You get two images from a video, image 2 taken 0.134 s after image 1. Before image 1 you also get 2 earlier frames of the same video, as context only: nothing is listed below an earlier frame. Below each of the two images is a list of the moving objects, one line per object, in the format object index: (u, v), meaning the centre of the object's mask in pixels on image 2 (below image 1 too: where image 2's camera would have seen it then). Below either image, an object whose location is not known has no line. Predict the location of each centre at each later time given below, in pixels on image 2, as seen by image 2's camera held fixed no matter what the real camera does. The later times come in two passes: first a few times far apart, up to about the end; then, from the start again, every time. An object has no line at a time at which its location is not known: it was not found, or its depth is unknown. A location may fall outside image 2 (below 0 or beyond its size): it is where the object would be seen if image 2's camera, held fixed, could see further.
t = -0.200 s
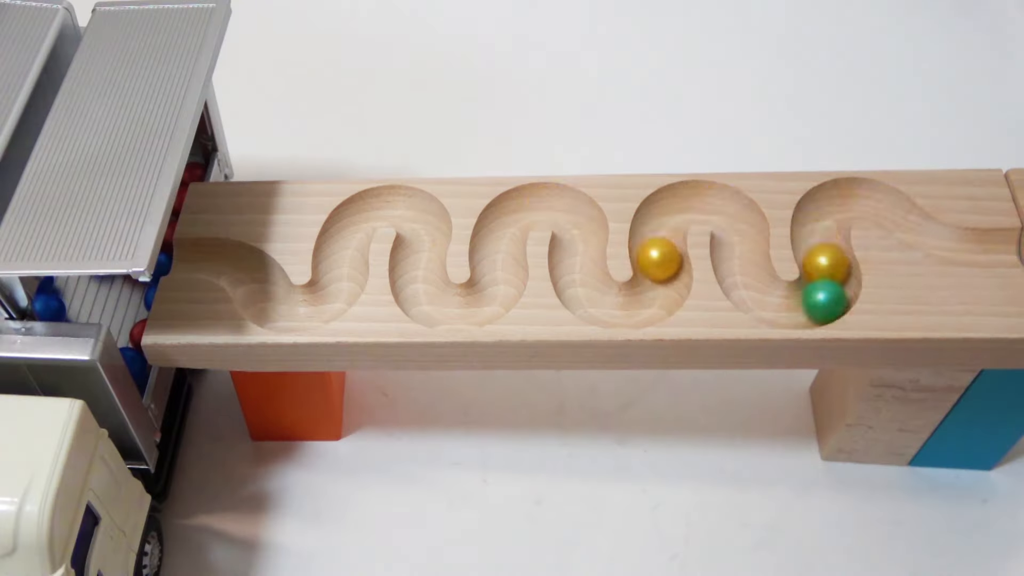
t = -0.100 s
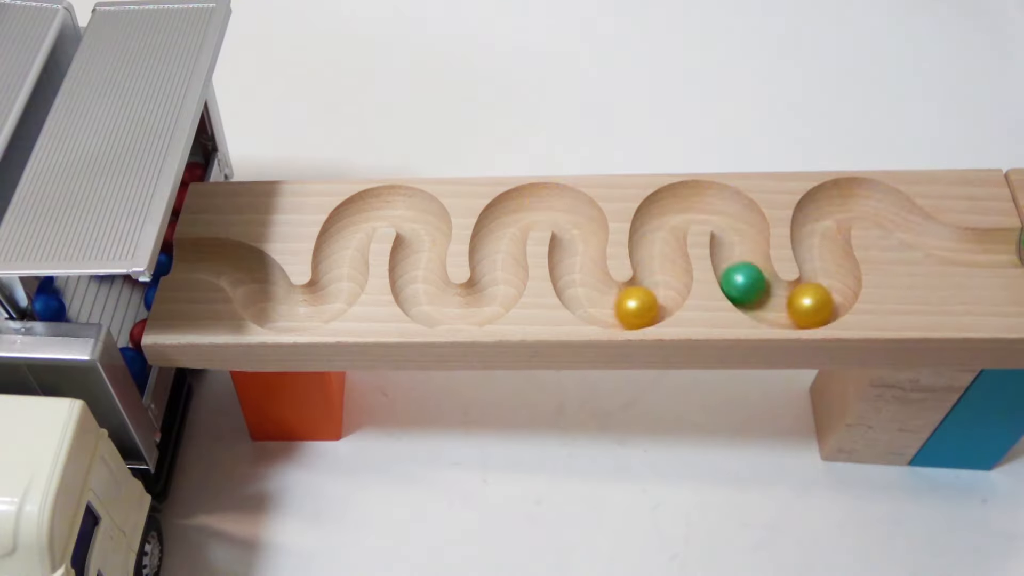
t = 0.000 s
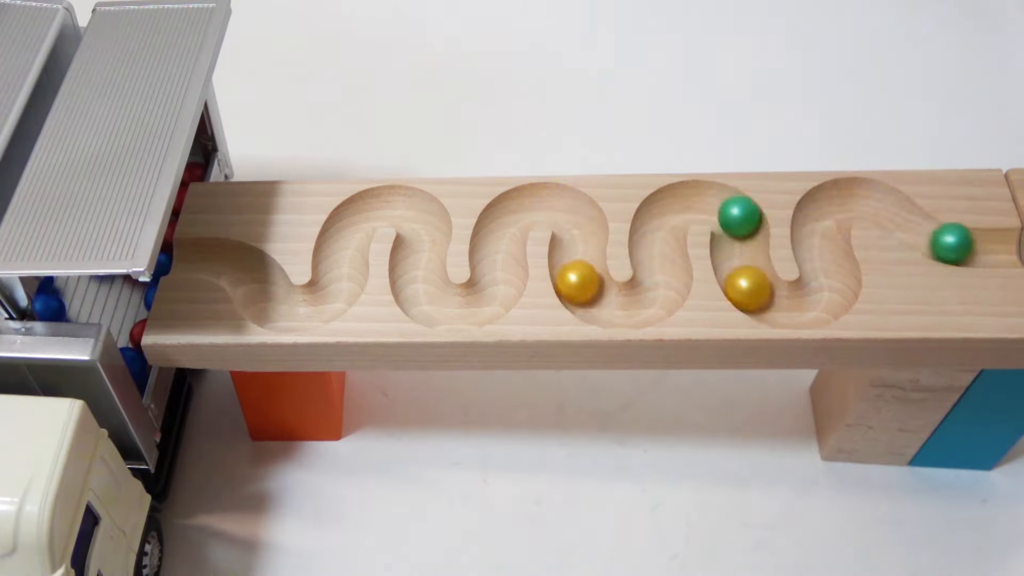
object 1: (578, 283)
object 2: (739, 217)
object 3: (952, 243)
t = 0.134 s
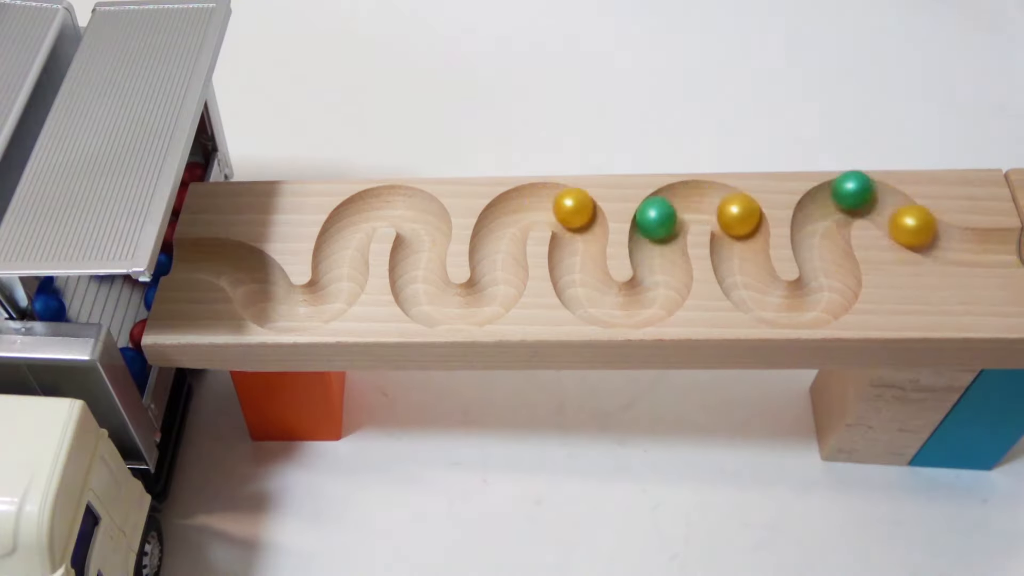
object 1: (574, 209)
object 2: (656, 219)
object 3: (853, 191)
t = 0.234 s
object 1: (503, 217)
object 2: (663, 293)
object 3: (817, 252)
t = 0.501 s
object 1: (417, 288)
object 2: (575, 208)
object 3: (739, 247)
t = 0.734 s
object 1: (366, 206)
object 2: (497, 294)
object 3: (659, 259)
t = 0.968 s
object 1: (299, 310)
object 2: (424, 238)
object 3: (578, 267)
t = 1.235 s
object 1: (179, 252)
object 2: (338, 289)
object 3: (498, 252)
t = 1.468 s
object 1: (67, 304)
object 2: (240, 265)
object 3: (419, 289)
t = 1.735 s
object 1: (60, 285)
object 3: (347, 228)
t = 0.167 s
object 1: (550, 205)
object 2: (657, 247)
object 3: (826, 211)
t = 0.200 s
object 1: (525, 206)
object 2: (661, 269)
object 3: (814, 226)
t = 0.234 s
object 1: (503, 217)
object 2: (663, 293)
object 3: (817, 252)
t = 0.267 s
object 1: (497, 234)
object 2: (650, 304)
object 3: (832, 272)
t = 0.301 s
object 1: (499, 255)
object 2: (625, 309)
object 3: (836, 287)
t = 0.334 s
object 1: (499, 278)
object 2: (594, 303)
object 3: (819, 303)
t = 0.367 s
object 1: (496, 295)
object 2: (579, 289)
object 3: (797, 309)
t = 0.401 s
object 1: (476, 307)
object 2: (577, 266)
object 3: (767, 304)
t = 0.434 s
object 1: (454, 310)
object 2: (578, 246)
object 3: (750, 292)
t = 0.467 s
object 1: (430, 306)
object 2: (581, 227)
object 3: (740, 273)
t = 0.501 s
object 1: (417, 288)
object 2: (575, 208)
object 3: (739, 247)
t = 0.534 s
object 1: (419, 270)
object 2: (557, 205)
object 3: (742, 227)
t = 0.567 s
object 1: (419, 248)
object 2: (526, 204)
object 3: (733, 208)
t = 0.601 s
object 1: (424, 231)
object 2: (506, 211)
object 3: (712, 203)
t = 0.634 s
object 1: (426, 216)
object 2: (499, 228)
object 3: (685, 201)
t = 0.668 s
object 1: (412, 210)
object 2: (498, 254)
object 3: (660, 211)
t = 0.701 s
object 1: (392, 205)
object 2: (496, 273)
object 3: (655, 231)
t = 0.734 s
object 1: (366, 206)
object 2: (497, 294)
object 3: (659, 259)
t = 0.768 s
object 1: (353, 220)
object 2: (485, 303)
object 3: (663, 281)
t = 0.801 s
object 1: (346, 238)
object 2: (463, 309)
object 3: (661, 296)
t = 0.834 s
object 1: (339, 262)
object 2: (435, 308)
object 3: (640, 307)
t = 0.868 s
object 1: (338, 279)
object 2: (422, 298)
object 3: (615, 309)
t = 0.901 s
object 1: (334, 296)
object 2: (418, 275)
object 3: (588, 300)
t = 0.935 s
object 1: (320, 305)
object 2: (420, 256)
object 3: (579, 286)
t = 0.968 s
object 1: (299, 310)
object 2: (424, 238)
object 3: (578, 267)
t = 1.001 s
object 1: (270, 308)
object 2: (427, 217)
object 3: (578, 243)
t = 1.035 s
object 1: (260, 296)
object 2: (416, 210)
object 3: (581, 225)
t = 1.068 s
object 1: (258, 274)
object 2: (388, 206)
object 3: (575, 208)
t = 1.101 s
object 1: (248, 265)
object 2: (365, 208)
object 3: (556, 206)
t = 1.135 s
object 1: (230, 262)
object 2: (349, 220)
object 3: (532, 204)
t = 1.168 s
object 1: (210, 255)
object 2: (344, 245)
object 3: (508, 210)
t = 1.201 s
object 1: (196, 246)
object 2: (340, 265)
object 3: (500, 227)
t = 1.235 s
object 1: (179, 252)
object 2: (338, 289)
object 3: (498, 252)
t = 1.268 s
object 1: (166, 259)
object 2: (329, 300)
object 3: (496, 270)
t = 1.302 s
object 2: (310, 308)
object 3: (500, 288)
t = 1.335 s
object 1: (131, 307)
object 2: (281, 311)
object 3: (491, 300)
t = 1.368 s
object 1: (109, 310)
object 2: (262, 303)
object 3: (471, 307)
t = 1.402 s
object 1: (78, 305)
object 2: (258, 283)
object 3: (443, 311)
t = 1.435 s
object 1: (70, 300)
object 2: (254, 267)
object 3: (426, 304)
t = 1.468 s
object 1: (67, 304)
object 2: (240, 265)
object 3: (419, 289)
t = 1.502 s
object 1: (57, 297)
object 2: (219, 259)
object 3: (418, 266)
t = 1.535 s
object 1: (58, 294)
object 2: (206, 250)
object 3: (420, 247)
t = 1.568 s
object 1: (60, 292)
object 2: (187, 250)
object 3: (428, 226)
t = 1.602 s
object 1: (61, 290)
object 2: (172, 257)
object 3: (425, 213)
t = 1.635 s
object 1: (61, 288)
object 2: (164, 262)
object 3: (410, 209)
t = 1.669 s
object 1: (61, 286)
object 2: (136, 295)
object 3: (383, 206)
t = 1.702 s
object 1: (61, 285)
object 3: (361, 208)
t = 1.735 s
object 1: (60, 285)
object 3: (347, 228)
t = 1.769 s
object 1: (60, 285)
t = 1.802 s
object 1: (58, 284)
